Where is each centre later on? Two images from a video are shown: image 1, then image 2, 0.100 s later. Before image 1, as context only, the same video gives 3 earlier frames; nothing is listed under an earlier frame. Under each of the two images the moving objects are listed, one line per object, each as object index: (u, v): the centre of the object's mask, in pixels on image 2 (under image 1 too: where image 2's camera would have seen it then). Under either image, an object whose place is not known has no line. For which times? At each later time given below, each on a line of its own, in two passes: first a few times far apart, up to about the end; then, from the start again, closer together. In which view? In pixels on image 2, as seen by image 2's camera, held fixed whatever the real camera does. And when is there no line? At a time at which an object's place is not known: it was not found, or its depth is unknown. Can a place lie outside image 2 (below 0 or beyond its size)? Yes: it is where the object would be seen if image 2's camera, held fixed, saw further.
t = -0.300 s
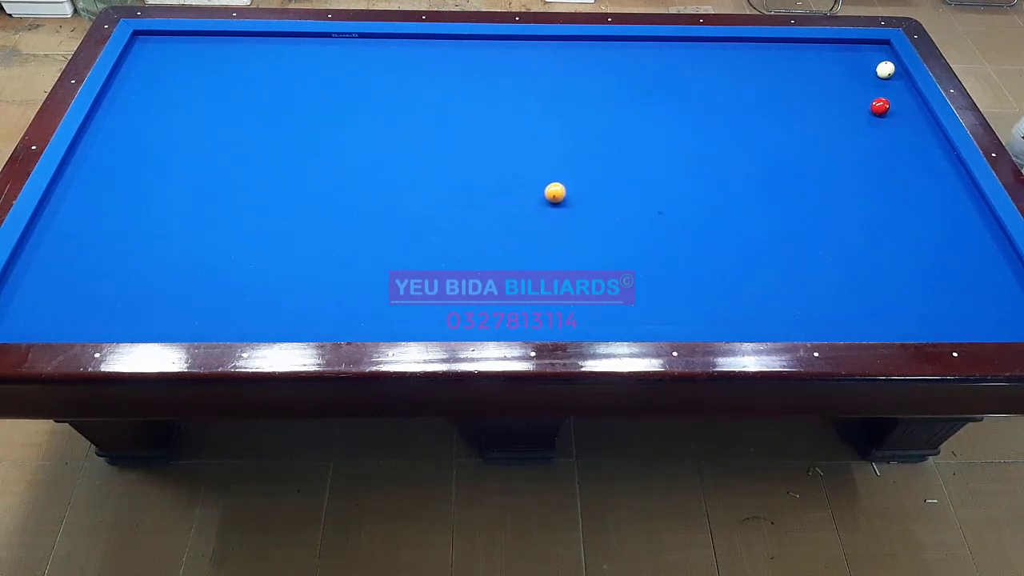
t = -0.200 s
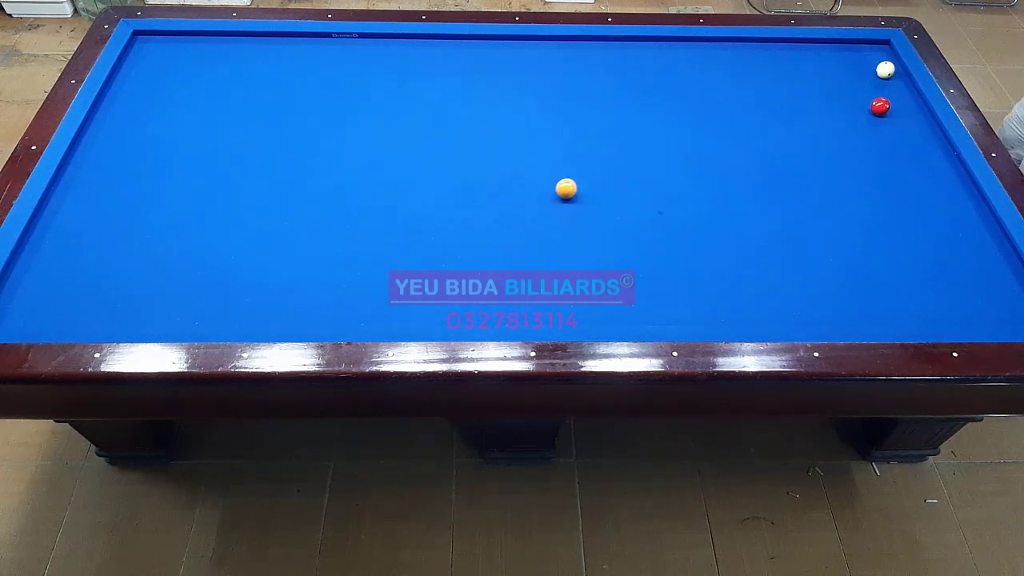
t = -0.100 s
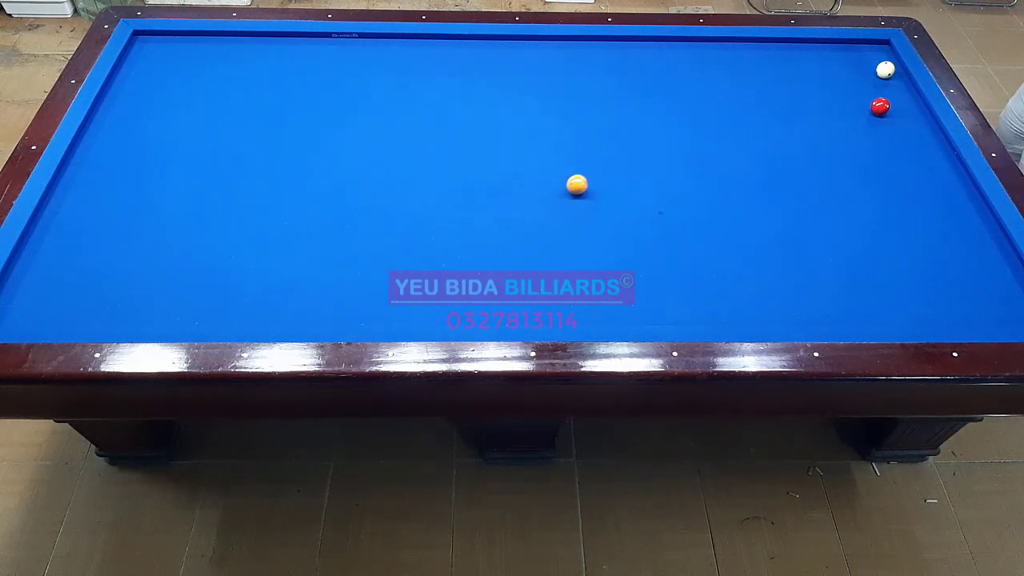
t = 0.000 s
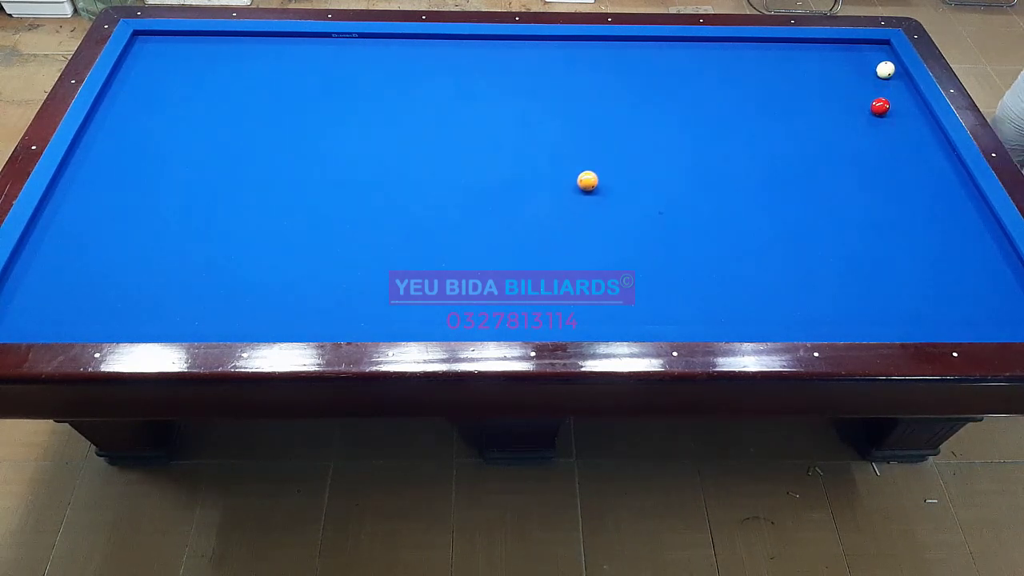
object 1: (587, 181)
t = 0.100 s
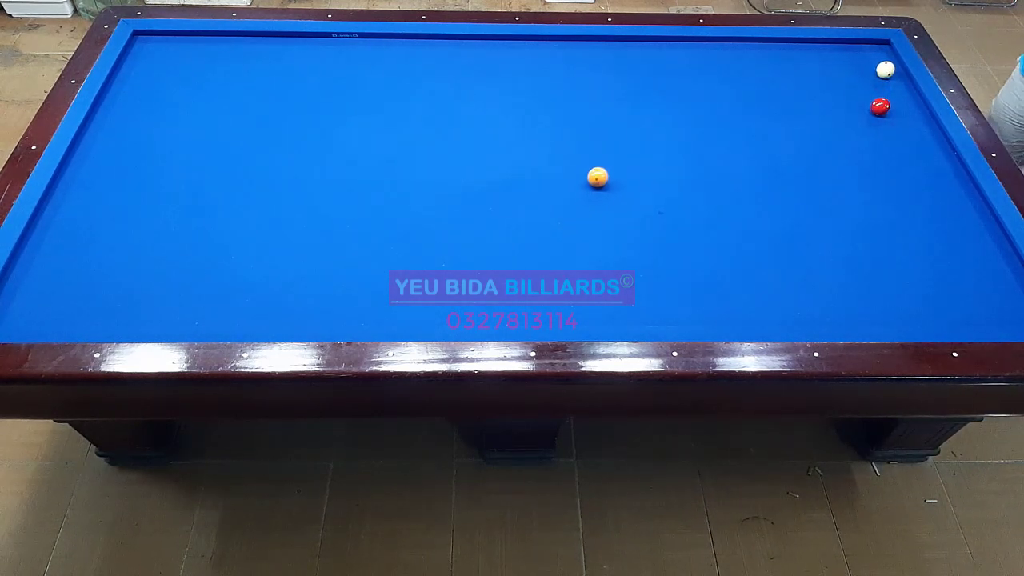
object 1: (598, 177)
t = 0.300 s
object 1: (621, 168)
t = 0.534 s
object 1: (646, 159)
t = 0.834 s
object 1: (671, 149)
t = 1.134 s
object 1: (696, 140)
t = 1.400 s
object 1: (716, 133)
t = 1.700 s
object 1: (737, 125)
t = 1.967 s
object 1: (755, 119)
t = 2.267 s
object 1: (773, 112)
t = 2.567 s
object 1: (790, 106)
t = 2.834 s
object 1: (804, 101)
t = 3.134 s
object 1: (819, 97)
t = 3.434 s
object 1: (832, 92)
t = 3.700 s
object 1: (843, 88)
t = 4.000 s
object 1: (855, 85)
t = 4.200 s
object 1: (861, 83)
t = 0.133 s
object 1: (601, 175)
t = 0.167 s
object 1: (604, 174)
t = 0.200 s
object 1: (607, 173)
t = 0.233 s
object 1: (611, 172)
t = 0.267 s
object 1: (614, 171)
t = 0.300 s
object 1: (621, 168)
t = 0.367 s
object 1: (624, 167)
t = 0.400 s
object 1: (630, 165)
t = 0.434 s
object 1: (636, 162)
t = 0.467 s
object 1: (640, 161)
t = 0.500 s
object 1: (642, 160)
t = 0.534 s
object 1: (646, 159)
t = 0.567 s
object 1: (648, 158)
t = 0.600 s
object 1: (651, 157)
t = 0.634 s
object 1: (654, 156)
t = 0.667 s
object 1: (657, 155)
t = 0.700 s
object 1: (660, 154)
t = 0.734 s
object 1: (663, 153)
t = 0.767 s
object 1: (666, 151)
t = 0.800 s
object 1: (669, 150)
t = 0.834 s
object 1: (671, 149)
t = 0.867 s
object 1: (674, 148)
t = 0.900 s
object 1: (677, 147)
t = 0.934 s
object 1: (680, 146)
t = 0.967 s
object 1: (683, 145)
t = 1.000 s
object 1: (685, 144)
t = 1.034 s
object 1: (688, 143)
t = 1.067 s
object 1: (691, 142)
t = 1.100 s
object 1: (693, 141)
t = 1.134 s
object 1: (696, 140)
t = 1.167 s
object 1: (699, 139)
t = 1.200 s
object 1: (701, 138)
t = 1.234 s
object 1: (704, 138)
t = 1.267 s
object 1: (706, 137)
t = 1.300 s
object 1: (709, 136)
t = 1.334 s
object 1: (711, 135)
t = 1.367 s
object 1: (714, 134)
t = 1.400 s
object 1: (716, 133)
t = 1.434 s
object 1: (719, 132)
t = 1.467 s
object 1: (721, 131)
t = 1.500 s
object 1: (724, 130)
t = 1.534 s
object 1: (726, 130)
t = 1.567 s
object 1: (728, 129)
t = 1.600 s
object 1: (730, 128)
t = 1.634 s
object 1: (733, 127)
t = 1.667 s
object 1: (735, 126)
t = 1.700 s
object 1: (737, 125)
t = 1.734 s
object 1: (740, 124)
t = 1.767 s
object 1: (742, 124)
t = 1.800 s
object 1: (744, 123)
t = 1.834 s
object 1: (746, 122)
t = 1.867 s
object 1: (748, 121)
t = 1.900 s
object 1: (750, 120)
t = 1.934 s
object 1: (753, 120)
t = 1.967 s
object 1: (755, 119)
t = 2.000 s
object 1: (757, 118)
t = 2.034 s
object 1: (759, 117)
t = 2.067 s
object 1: (761, 116)
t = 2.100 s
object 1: (763, 116)
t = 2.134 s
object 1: (765, 115)
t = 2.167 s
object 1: (767, 114)
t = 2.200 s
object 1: (769, 114)
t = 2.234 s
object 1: (771, 113)
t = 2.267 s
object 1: (773, 112)
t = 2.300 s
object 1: (775, 112)
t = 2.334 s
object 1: (777, 111)
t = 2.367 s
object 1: (779, 110)
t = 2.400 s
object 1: (781, 110)
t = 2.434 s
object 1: (783, 109)
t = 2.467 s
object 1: (785, 108)
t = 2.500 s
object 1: (786, 108)
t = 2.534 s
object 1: (788, 107)
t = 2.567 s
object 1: (790, 106)
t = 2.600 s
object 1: (792, 106)
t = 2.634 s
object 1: (794, 105)
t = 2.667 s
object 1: (795, 105)
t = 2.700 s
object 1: (797, 104)
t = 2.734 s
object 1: (799, 103)
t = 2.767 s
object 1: (801, 103)
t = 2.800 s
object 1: (802, 102)
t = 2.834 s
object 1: (804, 101)
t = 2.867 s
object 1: (806, 101)
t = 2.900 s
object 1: (808, 100)
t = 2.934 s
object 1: (809, 100)
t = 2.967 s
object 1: (811, 99)
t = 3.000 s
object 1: (812, 99)
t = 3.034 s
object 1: (814, 98)
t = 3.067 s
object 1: (816, 97)
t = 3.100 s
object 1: (817, 97)
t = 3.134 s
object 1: (819, 97)
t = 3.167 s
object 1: (820, 96)
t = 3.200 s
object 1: (822, 95)
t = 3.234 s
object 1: (823, 95)
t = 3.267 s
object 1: (825, 94)
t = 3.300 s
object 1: (826, 94)
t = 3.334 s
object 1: (828, 94)
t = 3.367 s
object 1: (829, 93)
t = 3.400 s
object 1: (831, 92)
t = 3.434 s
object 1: (832, 92)
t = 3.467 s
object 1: (834, 92)
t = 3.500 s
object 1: (835, 91)
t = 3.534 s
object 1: (836, 91)
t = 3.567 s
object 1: (838, 90)
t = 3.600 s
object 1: (839, 90)
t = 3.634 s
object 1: (841, 89)
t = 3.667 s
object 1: (842, 89)
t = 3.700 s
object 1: (843, 88)
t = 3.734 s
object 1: (844, 88)
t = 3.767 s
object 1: (846, 88)
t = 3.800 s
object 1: (847, 87)
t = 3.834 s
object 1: (848, 87)
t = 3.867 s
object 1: (850, 86)
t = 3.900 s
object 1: (851, 86)
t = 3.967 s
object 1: (853, 85)
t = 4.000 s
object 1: (855, 85)
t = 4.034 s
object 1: (856, 84)
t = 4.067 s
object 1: (857, 84)
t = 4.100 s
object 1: (858, 84)
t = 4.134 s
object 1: (859, 83)
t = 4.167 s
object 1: (860, 83)
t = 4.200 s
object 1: (861, 83)
